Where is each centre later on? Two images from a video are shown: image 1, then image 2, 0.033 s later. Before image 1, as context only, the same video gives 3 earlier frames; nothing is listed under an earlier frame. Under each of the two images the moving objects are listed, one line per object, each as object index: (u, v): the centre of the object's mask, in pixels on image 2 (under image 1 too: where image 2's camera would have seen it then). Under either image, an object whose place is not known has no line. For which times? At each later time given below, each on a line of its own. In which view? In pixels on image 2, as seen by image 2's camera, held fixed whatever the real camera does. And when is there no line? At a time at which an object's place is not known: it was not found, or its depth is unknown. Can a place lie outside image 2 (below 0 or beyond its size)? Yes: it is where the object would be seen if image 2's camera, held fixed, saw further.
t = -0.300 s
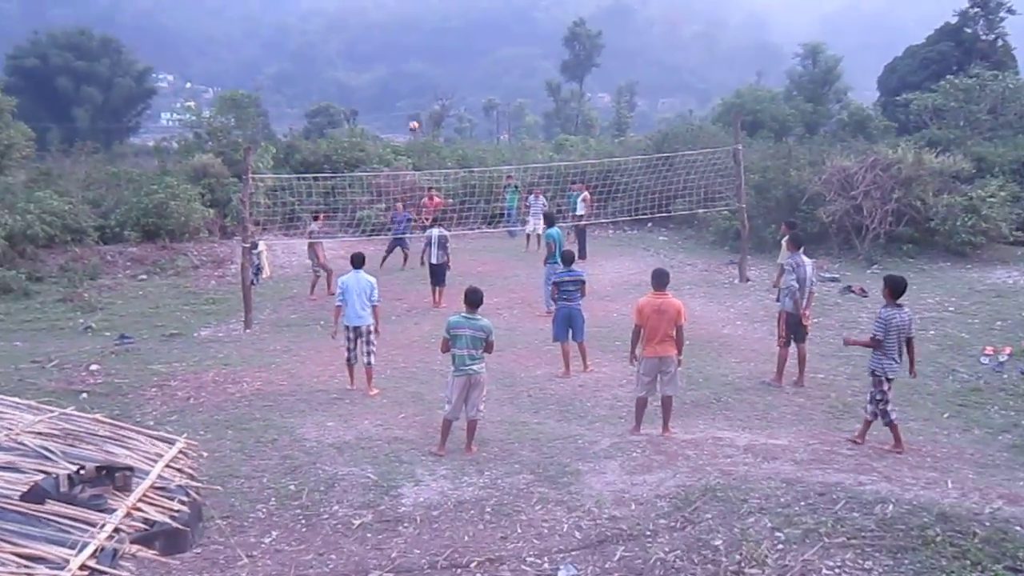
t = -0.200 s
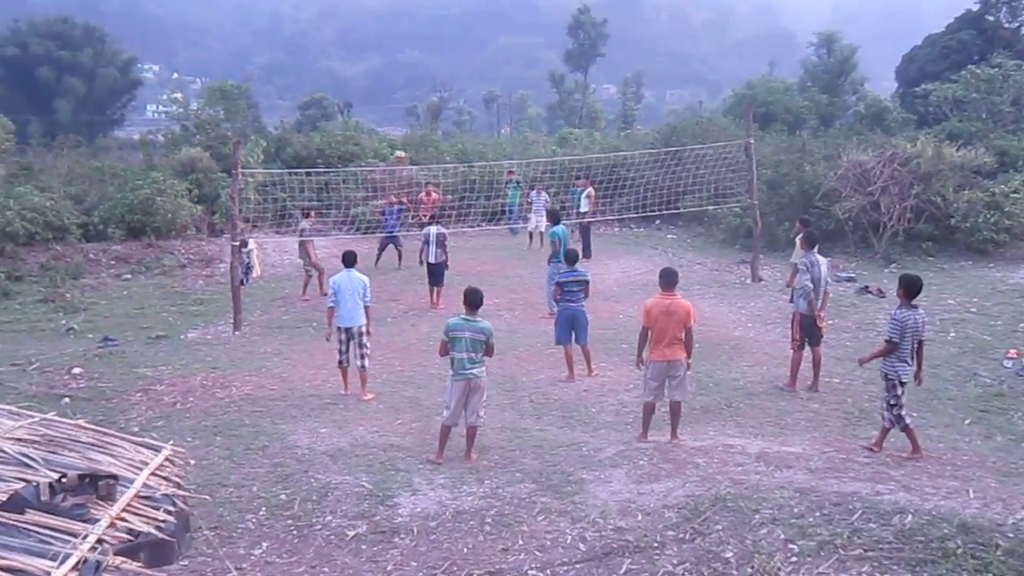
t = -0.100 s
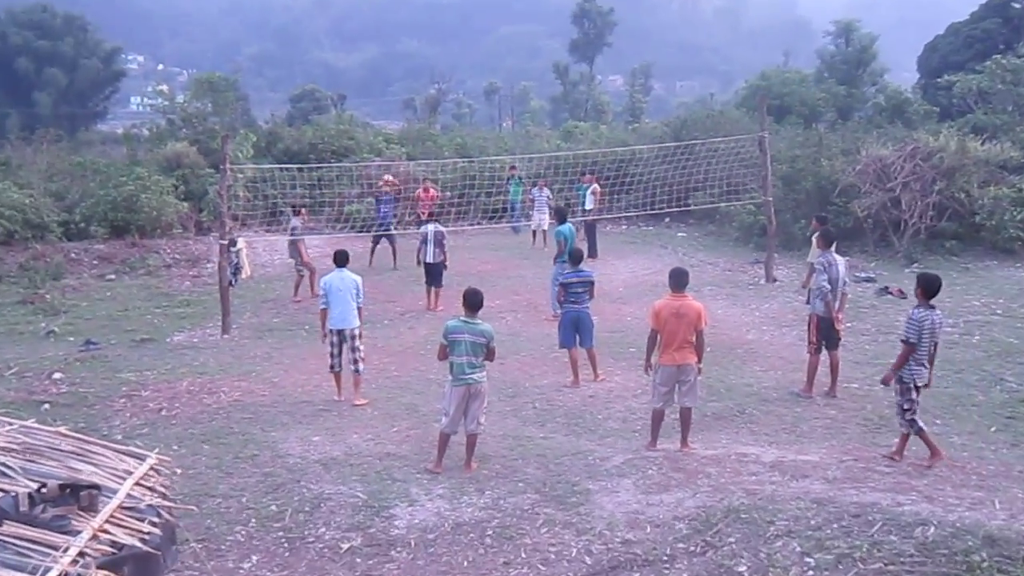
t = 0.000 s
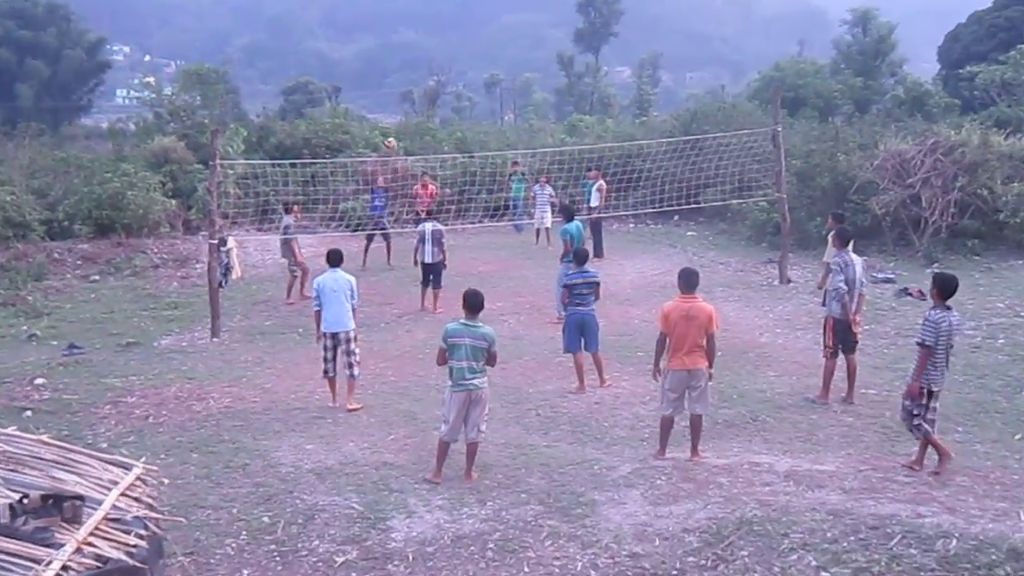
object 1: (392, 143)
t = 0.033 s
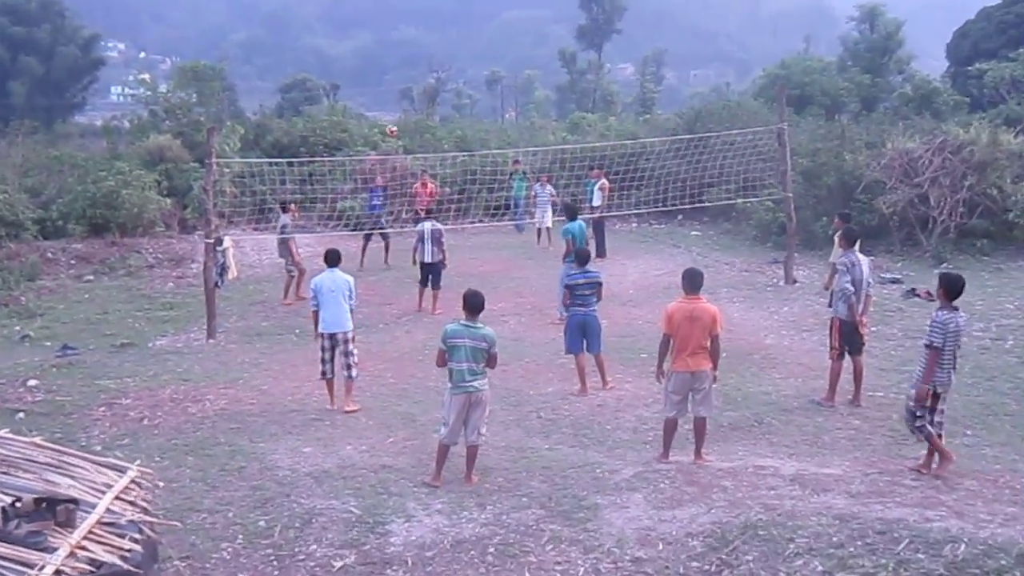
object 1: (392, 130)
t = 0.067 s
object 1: (393, 116)
